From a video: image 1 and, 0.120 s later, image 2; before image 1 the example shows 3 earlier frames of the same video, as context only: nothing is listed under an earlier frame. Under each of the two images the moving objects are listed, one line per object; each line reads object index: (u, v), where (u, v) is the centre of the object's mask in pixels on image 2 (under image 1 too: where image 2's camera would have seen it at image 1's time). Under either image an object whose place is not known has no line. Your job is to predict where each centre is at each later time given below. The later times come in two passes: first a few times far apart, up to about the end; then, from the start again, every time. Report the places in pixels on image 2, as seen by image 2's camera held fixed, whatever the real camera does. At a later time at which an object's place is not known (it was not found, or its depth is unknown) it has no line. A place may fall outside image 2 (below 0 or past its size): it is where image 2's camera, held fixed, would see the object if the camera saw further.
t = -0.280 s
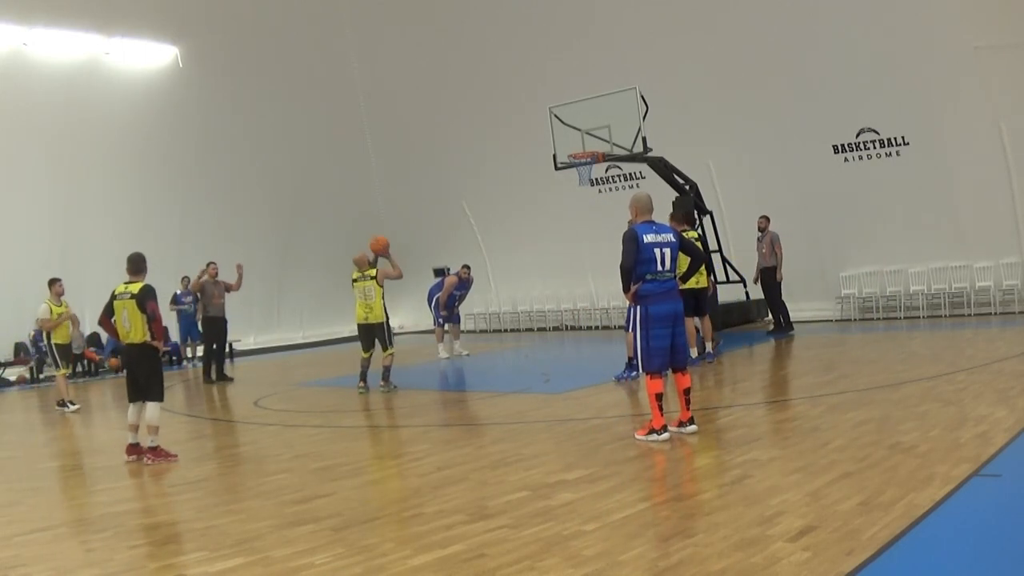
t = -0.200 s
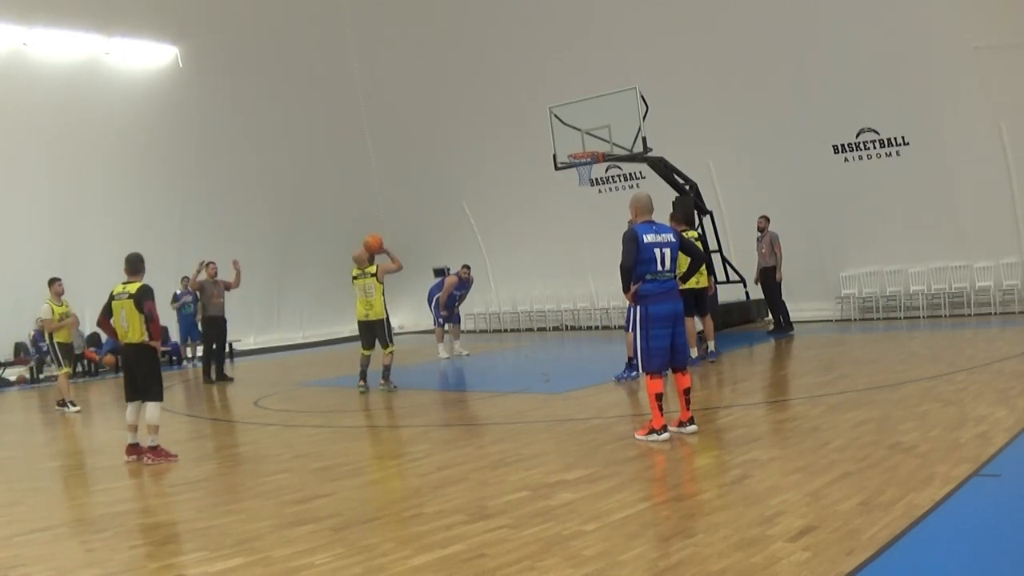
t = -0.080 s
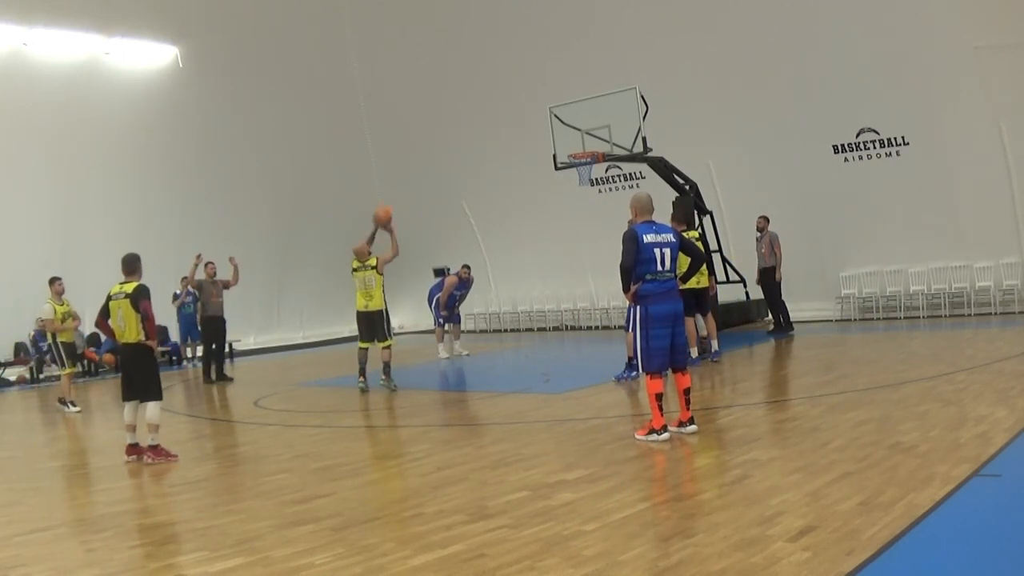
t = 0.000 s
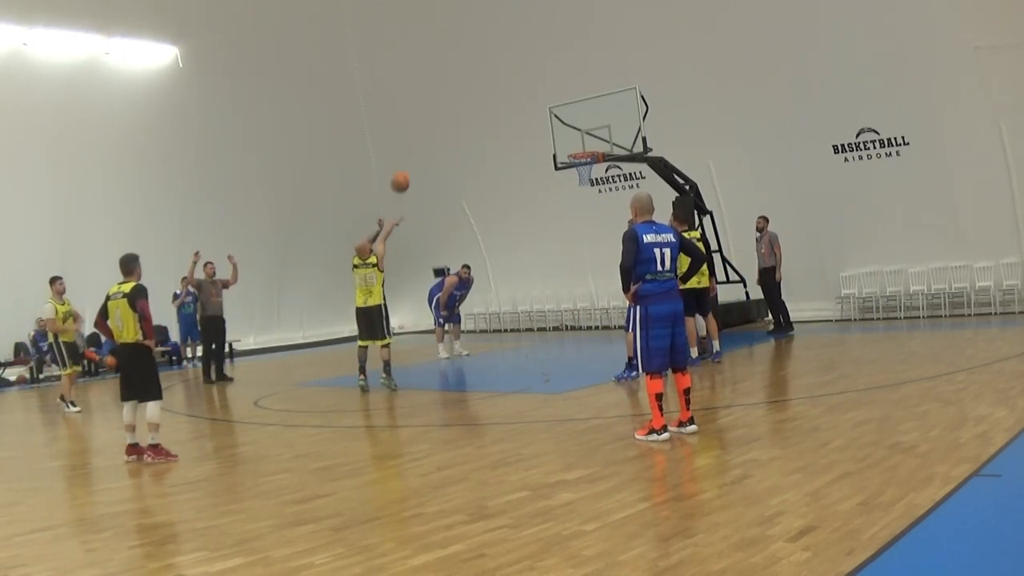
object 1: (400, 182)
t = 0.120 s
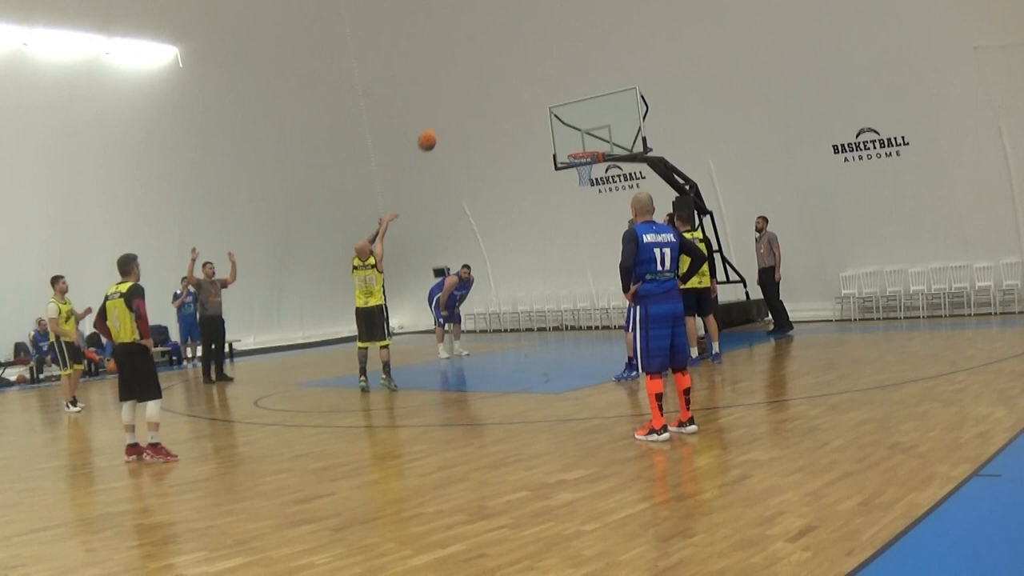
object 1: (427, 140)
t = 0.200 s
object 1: (444, 121)
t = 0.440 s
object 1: (493, 92)
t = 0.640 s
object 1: (531, 99)
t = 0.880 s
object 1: (575, 140)
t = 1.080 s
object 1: (589, 177)
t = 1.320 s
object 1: (589, 233)
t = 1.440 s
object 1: (590, 276)
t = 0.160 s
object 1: (436, 130)
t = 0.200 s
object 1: (444, 121)
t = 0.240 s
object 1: (453, 113)
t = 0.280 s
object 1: (461, 106)
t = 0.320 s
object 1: (469, 100)
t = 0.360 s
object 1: (477, 96)
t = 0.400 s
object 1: (485, 94)
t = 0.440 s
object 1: (493, 92)
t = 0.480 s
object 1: (501, 91)
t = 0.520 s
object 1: (508, 92)
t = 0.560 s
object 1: (516, 93)
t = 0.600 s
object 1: (524, 95)
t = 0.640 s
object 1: (531, 99)
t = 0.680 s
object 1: (539, 103)
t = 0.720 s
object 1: (546, 109)
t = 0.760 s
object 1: (553, 115)
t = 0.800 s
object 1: (561, 122)
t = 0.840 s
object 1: (568, 130)
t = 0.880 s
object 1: (575, 140)
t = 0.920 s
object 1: (582, 147)
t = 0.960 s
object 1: (588, 160)
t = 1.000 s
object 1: (590, 166)
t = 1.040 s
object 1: (589, 171)
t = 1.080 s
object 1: (589, 177)
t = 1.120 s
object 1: (589, 184)
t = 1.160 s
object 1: (589, 191)
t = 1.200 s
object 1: (588, 200)
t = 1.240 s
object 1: (588, 210)
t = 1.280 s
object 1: (589, 221)
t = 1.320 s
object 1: (589, 233)
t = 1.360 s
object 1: (589, 246)
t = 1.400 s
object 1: (589, 261)
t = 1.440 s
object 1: (590, 276)
